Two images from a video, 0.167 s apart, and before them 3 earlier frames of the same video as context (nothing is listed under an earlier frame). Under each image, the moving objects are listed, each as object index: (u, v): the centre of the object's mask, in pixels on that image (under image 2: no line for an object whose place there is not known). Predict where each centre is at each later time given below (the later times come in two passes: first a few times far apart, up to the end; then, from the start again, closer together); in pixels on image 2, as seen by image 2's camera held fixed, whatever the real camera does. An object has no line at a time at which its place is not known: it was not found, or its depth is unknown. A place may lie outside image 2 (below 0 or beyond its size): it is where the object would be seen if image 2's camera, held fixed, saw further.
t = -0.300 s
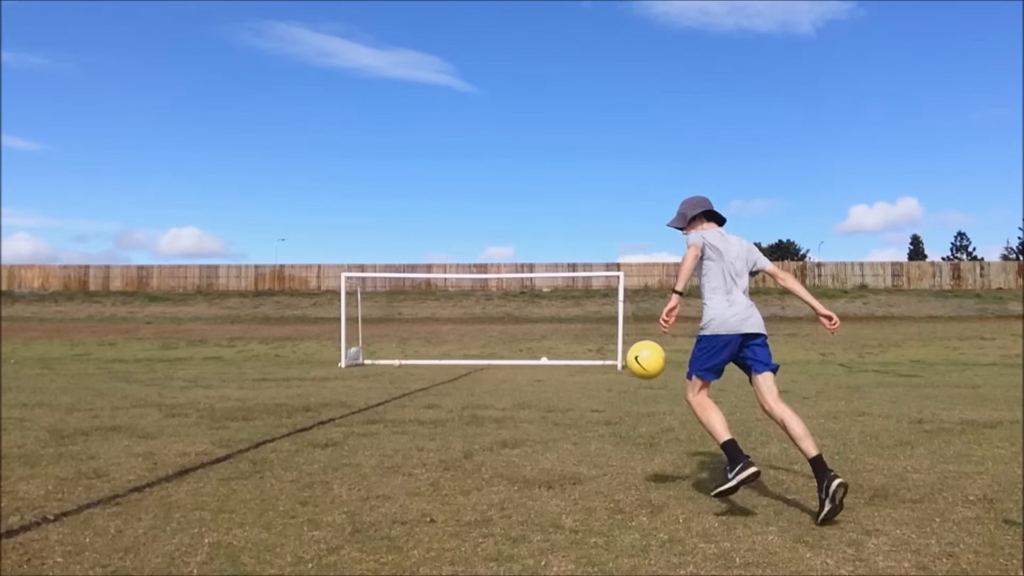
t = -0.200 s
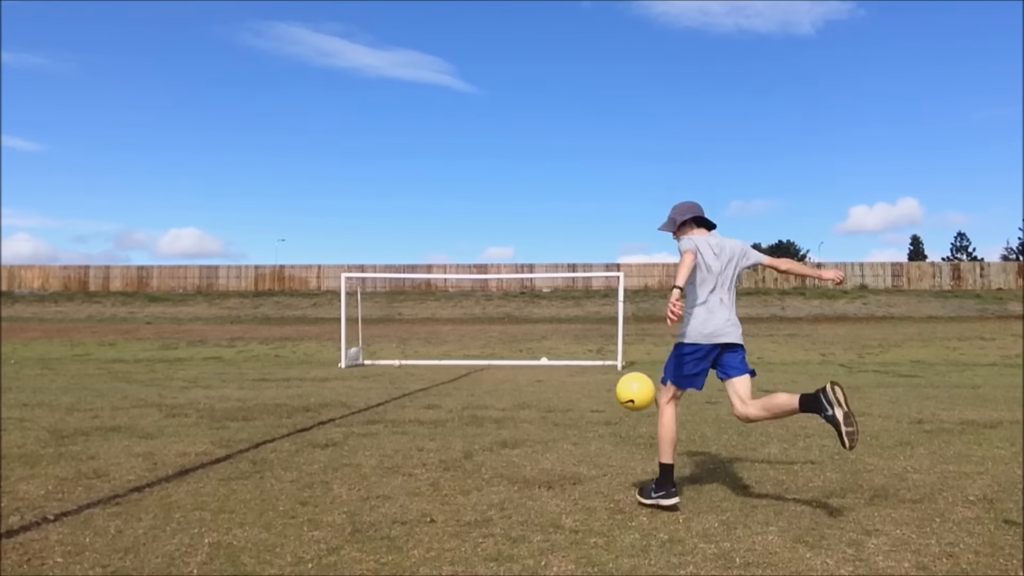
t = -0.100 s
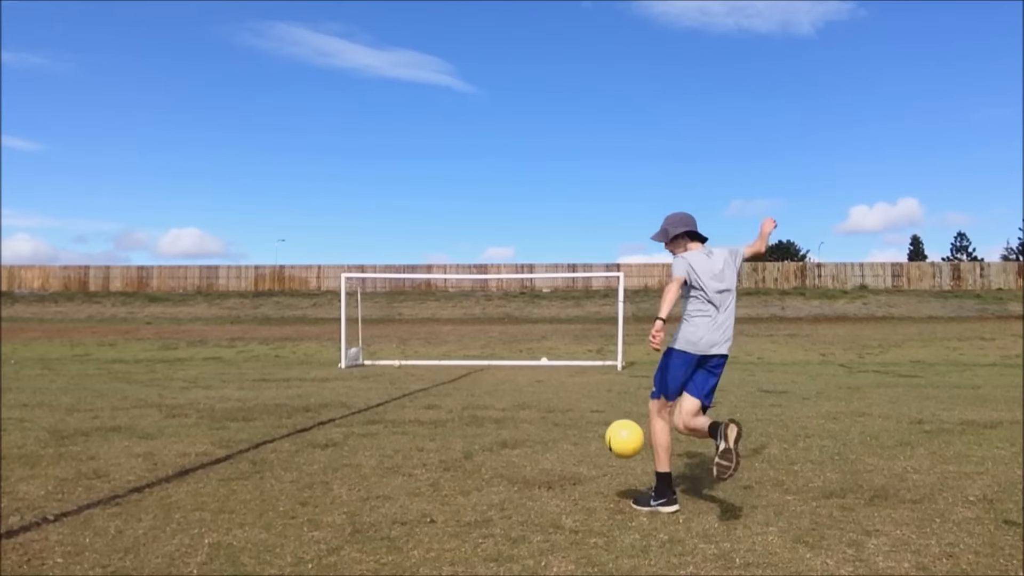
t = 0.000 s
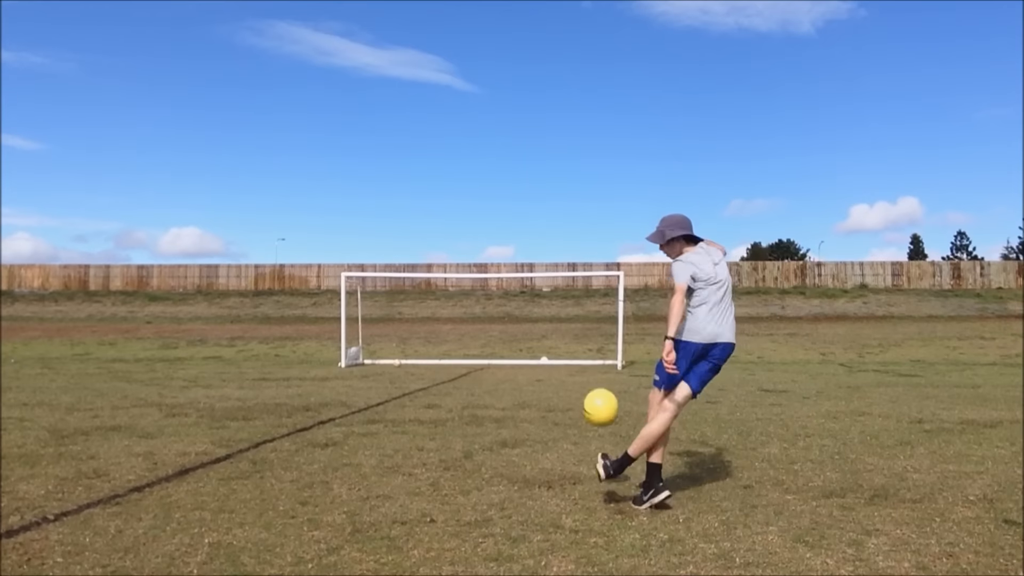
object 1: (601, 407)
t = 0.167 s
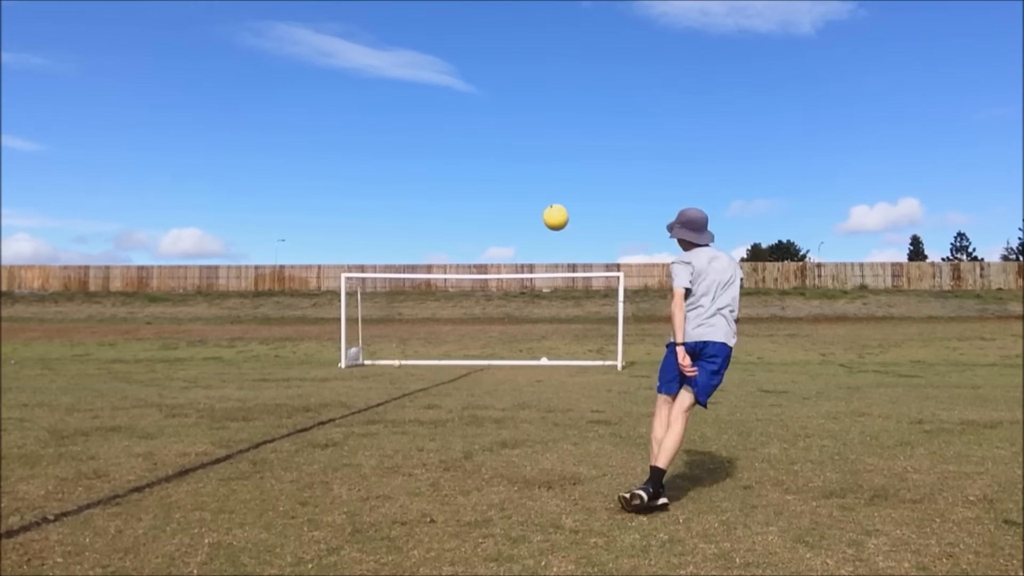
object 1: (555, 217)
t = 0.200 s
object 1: (551, 195)
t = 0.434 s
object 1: (535, 110)
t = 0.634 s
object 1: (534, 93)
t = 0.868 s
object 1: (535, 104)
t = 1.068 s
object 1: (539, 132)
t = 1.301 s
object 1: (545, 179)
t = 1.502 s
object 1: (550, 226)
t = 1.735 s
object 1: (554, 265)
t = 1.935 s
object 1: (551, 241)
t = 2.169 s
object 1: (550, 230)
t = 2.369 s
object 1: (552, 239)
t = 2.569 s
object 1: (556, 269)
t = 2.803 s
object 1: (565, 342)
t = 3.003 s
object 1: (573, 358)
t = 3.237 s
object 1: (584, 300)
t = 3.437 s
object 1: (596, 278)
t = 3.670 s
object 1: (615, 289)
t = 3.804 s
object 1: (630, 315)
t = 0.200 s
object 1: (551, 195)
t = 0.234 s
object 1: (547, 176)
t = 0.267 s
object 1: (544, 159)
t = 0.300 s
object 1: (541, 146)
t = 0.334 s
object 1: (539, 134)
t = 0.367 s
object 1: (538, 125)
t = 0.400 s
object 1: (536, 117)
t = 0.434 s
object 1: (535, 110)
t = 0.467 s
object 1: (535, 105)
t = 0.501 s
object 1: (534, 101)
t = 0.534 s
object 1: (534, 97)
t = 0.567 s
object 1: (533, 95)
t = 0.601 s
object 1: (533, 94)
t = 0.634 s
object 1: (534, 93)
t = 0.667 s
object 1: (534, 93)
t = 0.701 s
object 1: (534, 93)
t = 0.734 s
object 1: (534, 94)
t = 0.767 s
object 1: (534, 96)
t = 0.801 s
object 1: (535, 98)
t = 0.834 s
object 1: (535, 101)
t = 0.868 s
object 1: (535, 104)
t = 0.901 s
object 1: (536, 108)
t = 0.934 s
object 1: (537, 112)
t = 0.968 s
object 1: (537, 117)
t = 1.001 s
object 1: (538, 122)
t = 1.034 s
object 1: (539, 127)
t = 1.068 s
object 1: (539, 132)
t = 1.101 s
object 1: (540, 139)
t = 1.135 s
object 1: (541, 145)
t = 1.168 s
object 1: (541, 151)
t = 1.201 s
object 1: (542, 158)
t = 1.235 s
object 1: (543, 165)
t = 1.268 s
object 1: (544, 172)
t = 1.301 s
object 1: (545, 179)
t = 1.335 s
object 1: (545, 186)
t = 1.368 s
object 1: (546, 194)
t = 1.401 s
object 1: (547, 202)
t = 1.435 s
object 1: (548, 210)
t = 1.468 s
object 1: (549, 218)
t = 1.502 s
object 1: (550, 226)
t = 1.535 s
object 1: (551, 234)
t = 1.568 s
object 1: (552, 243)
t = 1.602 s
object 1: (553, 252)
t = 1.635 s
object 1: (554, 260)
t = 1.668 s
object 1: (554, 269)
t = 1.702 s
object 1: (554, 271)
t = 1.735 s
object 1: (554, 265)
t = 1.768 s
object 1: (553, 260)
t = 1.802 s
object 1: (553, 256)
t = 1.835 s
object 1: (552, 252)
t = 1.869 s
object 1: (551, 248)
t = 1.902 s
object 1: (551, 244)
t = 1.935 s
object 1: (551, 241)
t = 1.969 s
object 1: (551, 238)
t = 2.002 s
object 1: (550, 236)
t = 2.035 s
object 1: (550, 234)
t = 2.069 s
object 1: (550, 232)
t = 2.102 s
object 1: (550, 231)
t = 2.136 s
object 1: (550, 231)
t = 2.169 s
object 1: (550, 230)
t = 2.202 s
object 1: (550, 230)
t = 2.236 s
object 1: (550, 231)
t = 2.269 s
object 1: (550, 232)
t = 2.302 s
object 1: (551, 234)
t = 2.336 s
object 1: (551, 236)
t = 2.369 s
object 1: (552, 239)
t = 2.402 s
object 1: (552, 242)
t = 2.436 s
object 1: (553, 246)
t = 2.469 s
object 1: (553, 251)
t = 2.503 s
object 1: (554, 256)
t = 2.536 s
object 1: (554, 262)
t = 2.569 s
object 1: (556, 269)
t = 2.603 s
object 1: (556, 277)
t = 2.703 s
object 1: (560, 305)
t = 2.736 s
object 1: (562, 316)
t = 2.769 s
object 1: (563, 329)
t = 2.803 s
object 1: (565, 342)
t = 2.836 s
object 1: (567, 357)
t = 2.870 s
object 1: (568, 372)
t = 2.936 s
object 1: (571, 379)
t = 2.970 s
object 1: (572, 369)
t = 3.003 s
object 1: (573, 358)
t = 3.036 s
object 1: (575, 348)
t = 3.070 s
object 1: (576, 338)
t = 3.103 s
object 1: (577, 329)
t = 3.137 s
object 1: (579, 321)
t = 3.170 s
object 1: (580, 314)
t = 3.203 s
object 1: (582, 307)
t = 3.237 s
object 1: (584, 300)
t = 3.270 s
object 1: (586, 295)
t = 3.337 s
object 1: (589, 286)
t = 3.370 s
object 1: (592, 283)
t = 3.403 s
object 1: (593, 281)
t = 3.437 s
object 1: (596, 278)
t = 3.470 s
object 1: (599, 277)
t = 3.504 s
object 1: (601, 277)
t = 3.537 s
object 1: (604, 278)
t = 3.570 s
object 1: (606, 279)
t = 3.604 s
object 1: (609, 281)
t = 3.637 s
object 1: (612, 284)
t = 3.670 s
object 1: (615, 289)
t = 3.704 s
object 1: (619, 294)
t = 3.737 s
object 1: (622, 300)
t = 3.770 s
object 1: (626, 307)
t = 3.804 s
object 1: (630, 315)
